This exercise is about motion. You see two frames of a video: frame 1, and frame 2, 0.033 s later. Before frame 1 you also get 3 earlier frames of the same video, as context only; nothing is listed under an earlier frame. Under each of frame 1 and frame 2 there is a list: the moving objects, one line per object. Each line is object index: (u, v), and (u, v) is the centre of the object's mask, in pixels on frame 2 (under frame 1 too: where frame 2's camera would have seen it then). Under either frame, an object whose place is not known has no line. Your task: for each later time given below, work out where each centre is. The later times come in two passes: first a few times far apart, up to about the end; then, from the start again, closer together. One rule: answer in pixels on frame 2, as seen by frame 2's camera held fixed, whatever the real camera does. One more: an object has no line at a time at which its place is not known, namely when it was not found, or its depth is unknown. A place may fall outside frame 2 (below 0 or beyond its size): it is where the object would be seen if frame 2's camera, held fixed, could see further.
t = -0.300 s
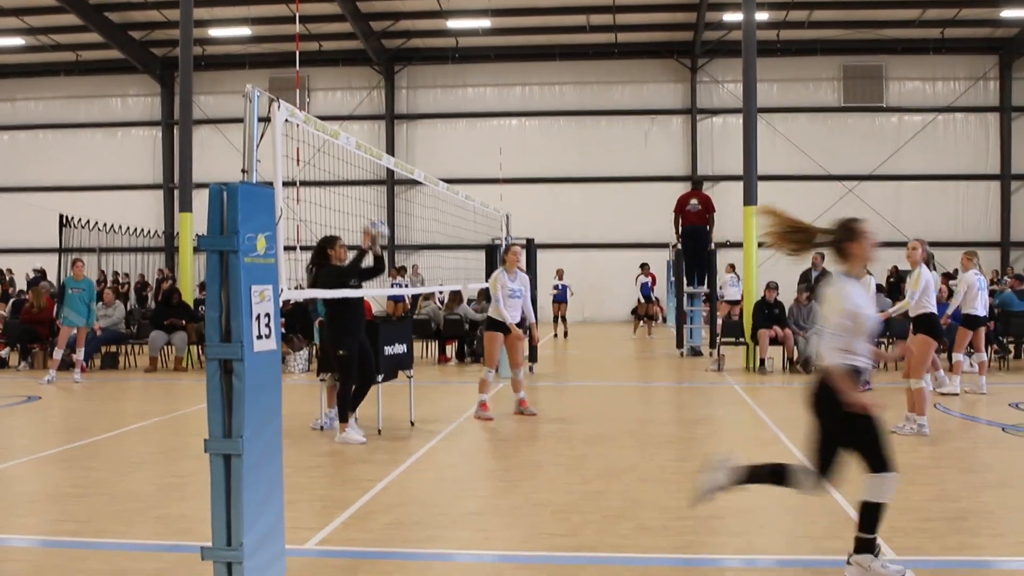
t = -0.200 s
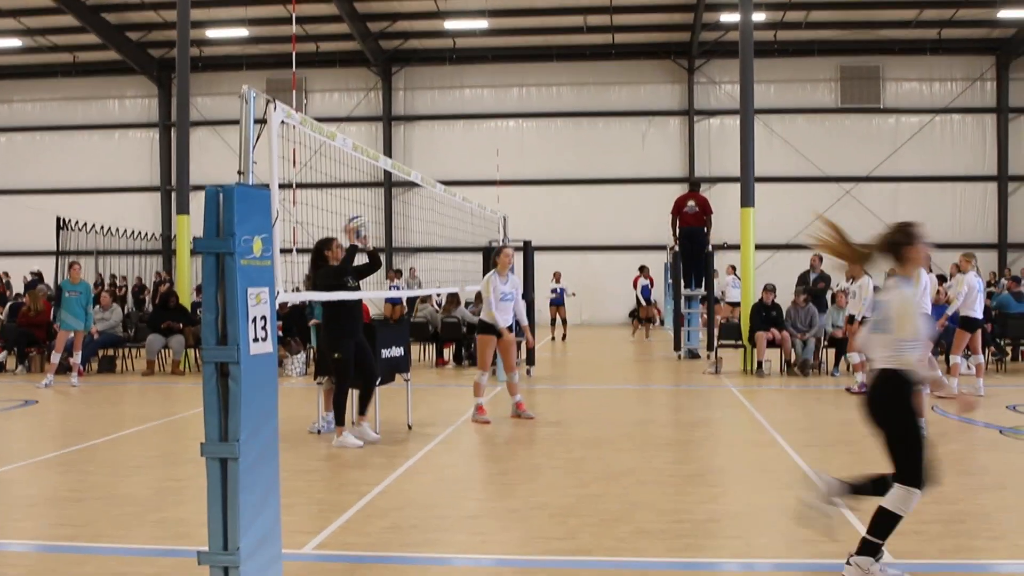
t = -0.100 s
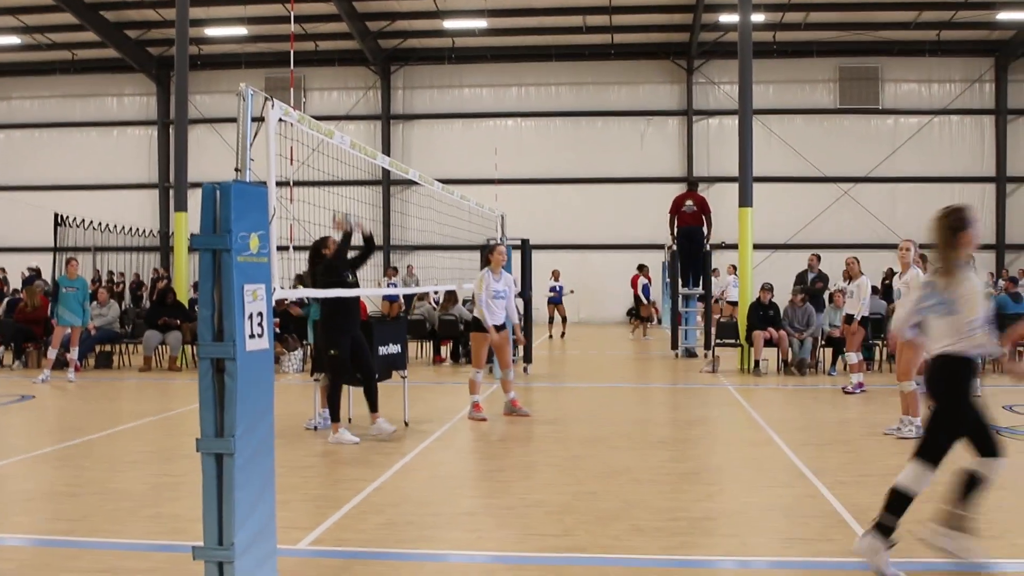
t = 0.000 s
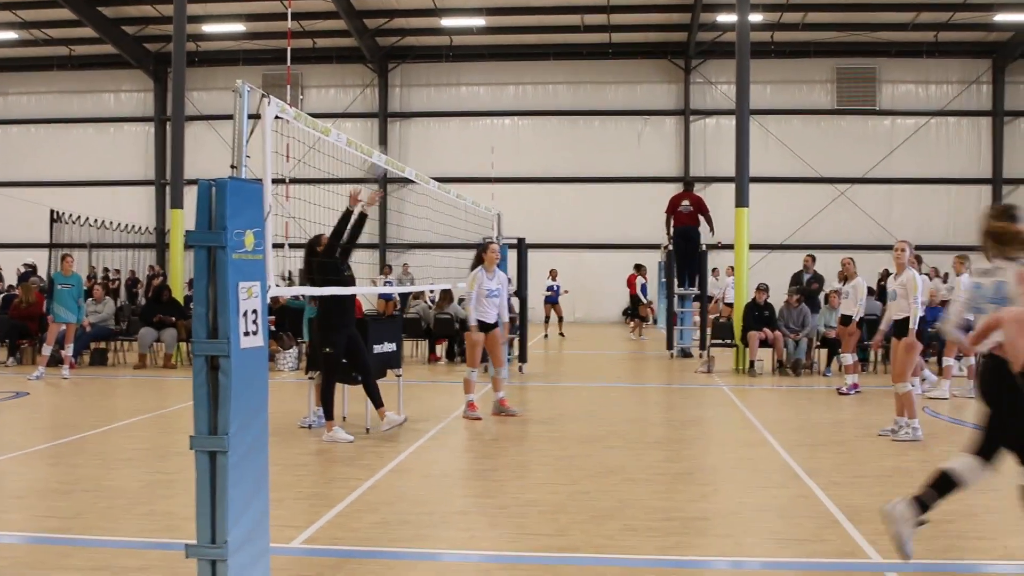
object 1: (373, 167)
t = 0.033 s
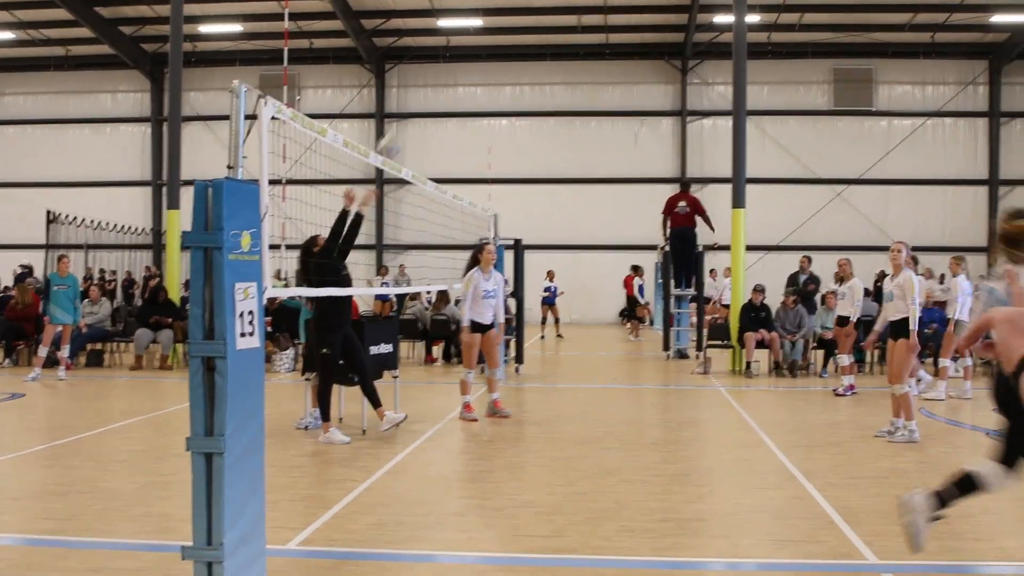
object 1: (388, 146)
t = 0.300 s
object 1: (528, 46)
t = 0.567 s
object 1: (679, 25)
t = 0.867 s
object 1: (856, 119)
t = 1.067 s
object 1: (978, 263)
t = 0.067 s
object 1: (405, 129)
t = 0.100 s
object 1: (422, 115)
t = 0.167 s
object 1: (457, 86)
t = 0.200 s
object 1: (475, 74)
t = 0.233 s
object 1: (493, 62)
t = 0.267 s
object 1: (511, 53)
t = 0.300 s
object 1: (528, 46)
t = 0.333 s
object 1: (545, 39)
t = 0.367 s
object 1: (564, 32)
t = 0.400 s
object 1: (583, 27)
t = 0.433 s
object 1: (601, 24)
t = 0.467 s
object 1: (622, 21)
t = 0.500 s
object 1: (640, 21)
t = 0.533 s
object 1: (659, 22)
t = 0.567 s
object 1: (679, 25)
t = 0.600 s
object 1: (698, 30)
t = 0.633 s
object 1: (717, 36)
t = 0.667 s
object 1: (736, 43)
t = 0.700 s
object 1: (752, 50)
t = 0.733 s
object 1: (777, 61)
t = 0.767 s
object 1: (797, 71)
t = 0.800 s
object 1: (818, 85)
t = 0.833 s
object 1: (838, 102)
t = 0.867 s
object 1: (856, 119)
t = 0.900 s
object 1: (880, 141)
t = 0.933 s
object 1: (902, 166)
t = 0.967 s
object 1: (921, 187)
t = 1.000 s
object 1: (940, 211)
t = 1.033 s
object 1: (962, 238)
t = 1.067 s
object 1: (978, 263)
